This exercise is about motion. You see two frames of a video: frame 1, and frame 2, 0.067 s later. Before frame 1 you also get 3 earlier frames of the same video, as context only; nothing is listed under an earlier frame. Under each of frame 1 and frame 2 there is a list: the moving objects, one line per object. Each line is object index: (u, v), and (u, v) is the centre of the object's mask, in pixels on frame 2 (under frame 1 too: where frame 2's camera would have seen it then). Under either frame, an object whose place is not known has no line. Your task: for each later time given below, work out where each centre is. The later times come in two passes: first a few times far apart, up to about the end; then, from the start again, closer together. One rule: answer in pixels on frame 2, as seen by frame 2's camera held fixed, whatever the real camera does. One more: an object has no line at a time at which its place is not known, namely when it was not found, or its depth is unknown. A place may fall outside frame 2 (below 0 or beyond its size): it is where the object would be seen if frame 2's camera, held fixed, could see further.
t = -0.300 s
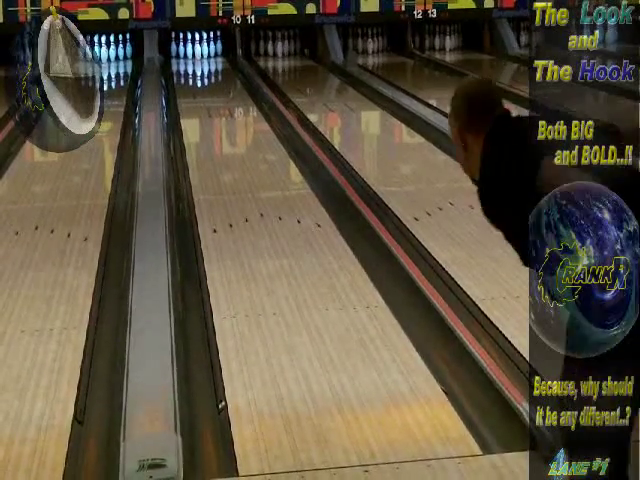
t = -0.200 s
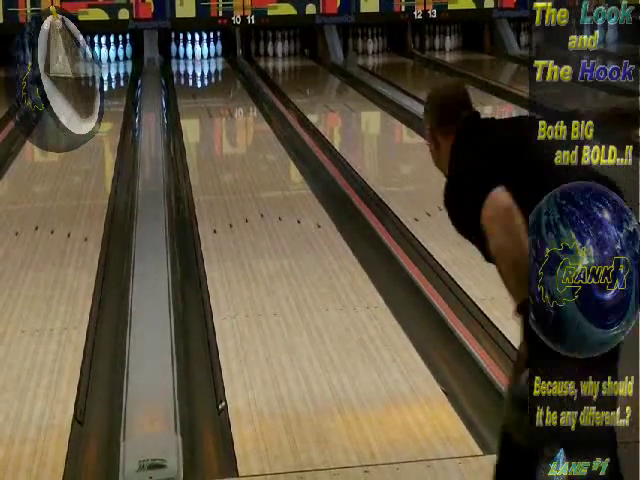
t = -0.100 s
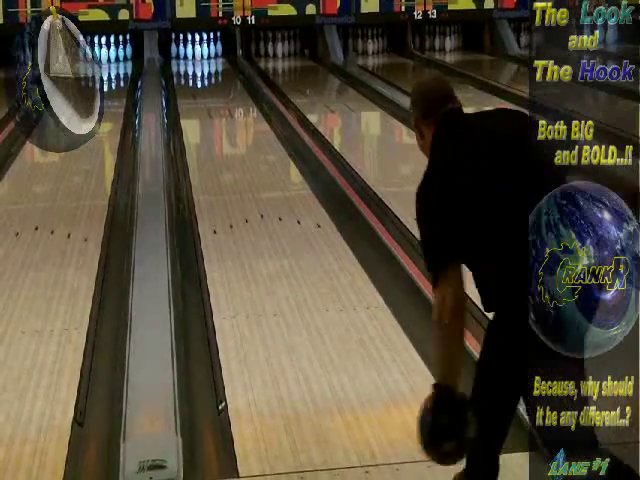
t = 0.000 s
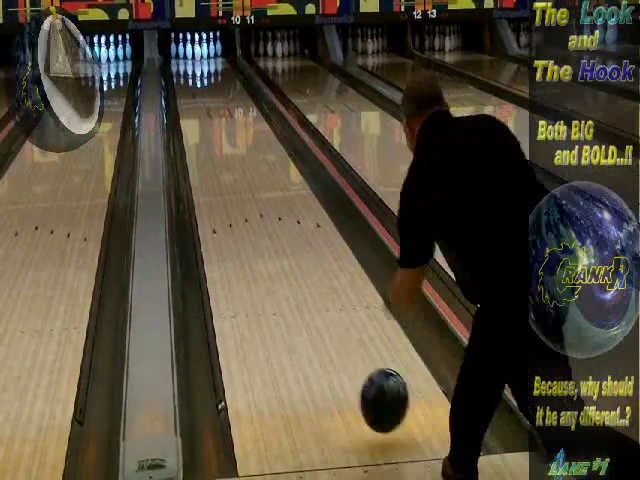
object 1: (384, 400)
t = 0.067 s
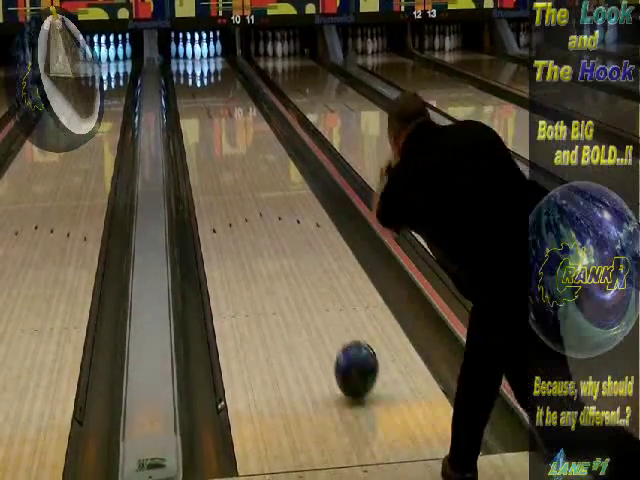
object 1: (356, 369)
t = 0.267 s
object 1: (297, 279)
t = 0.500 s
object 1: (255, 211)
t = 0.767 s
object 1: (224, 161)
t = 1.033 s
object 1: (203, 128)
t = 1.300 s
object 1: (190, 104)
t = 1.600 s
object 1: (183, 84)
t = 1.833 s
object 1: (182, 72)
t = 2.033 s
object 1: (186, 63)
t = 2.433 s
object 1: (195, 52)
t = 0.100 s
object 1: (345, 350)
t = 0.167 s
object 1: (323, 320)
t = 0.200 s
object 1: (314, 305)
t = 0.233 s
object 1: (305, 291)
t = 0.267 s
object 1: (297, 279)
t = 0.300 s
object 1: (290, 267)
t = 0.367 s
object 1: (277, 246)
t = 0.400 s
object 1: (271, 236)
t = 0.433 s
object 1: (265, 228)
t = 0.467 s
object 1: (260, 219)
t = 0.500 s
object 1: (255, 211)
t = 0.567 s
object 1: (246, 197)
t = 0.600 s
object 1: (242, 190)
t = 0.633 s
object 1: (238, 184)
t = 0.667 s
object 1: (234, 178)
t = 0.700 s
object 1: (230, 172)
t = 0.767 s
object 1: (224, 161)
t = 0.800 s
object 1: (221, 157)
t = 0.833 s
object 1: (218, 152)
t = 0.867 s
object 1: (215, 147)
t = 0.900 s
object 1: (213, 143)
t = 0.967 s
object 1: (207, 135)
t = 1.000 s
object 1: (205, 131)
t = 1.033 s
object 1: (203, 128)
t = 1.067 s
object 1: (201, 124)
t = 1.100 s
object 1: (200, 120)
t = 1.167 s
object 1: (196, 115)
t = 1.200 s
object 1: (195, 112)
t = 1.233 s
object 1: (193, 109)
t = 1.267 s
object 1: (192, 107)
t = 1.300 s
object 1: (190, 104)
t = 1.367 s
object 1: (188, 98)
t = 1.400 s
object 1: (187, 96)
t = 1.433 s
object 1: (186, 94)
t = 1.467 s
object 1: (185, 92)
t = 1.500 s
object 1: (184, 90)
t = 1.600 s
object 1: (183, 84)
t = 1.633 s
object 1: (183, 82)
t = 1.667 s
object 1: (182, 80)
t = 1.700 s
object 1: (182, 79)
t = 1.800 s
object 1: (182, 74)
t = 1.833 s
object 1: (182, 72)
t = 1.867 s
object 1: (183, 70)
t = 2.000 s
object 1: (185, 65)
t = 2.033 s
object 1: (186, 63)
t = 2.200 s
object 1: (191, 57)
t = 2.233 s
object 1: (192, 56)
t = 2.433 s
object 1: (195, 52)
